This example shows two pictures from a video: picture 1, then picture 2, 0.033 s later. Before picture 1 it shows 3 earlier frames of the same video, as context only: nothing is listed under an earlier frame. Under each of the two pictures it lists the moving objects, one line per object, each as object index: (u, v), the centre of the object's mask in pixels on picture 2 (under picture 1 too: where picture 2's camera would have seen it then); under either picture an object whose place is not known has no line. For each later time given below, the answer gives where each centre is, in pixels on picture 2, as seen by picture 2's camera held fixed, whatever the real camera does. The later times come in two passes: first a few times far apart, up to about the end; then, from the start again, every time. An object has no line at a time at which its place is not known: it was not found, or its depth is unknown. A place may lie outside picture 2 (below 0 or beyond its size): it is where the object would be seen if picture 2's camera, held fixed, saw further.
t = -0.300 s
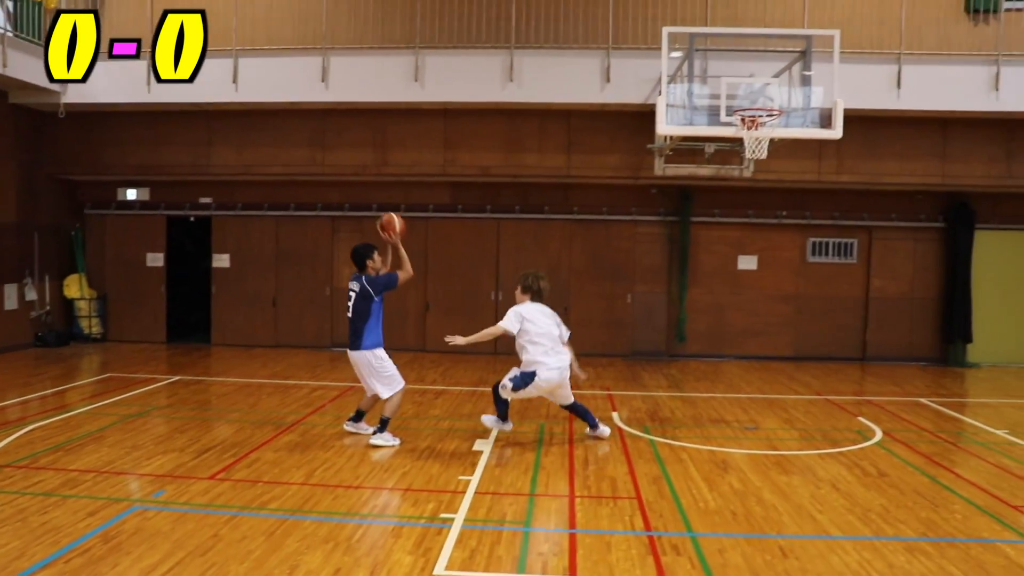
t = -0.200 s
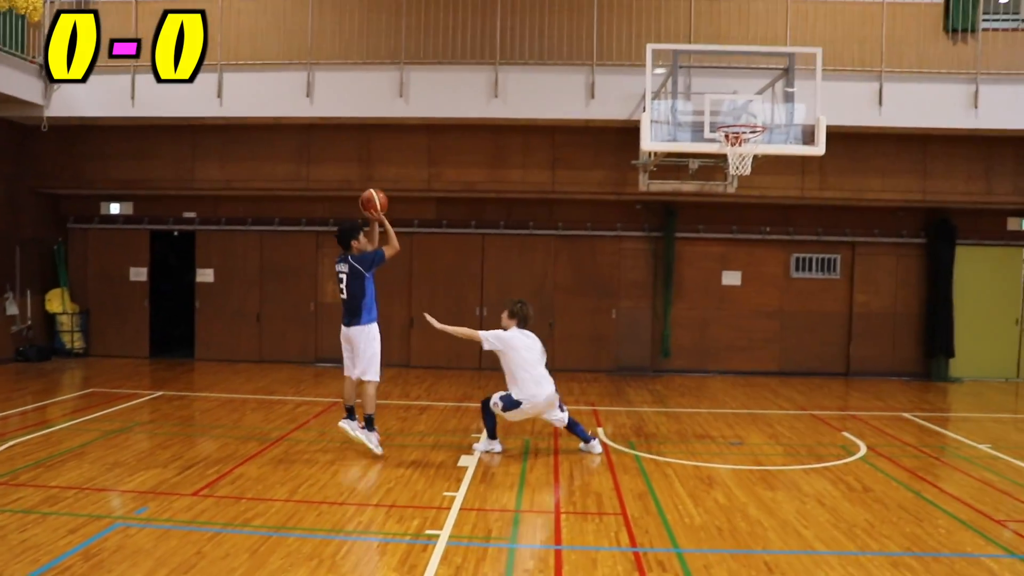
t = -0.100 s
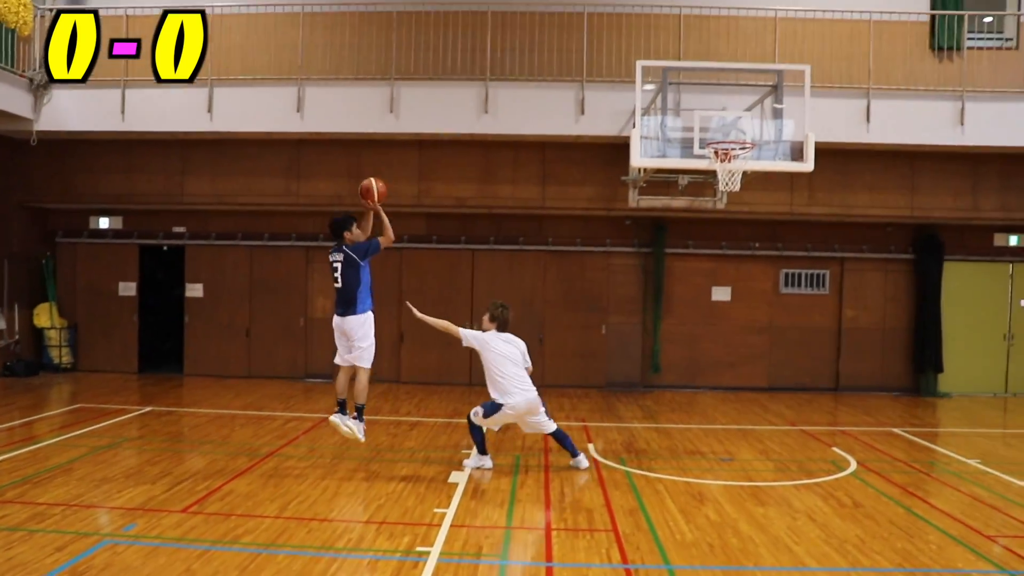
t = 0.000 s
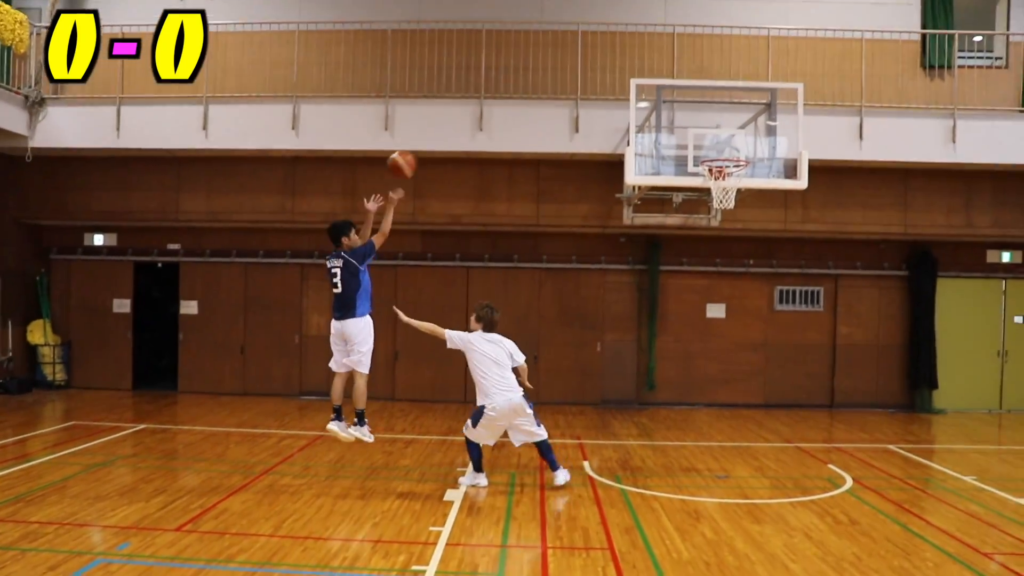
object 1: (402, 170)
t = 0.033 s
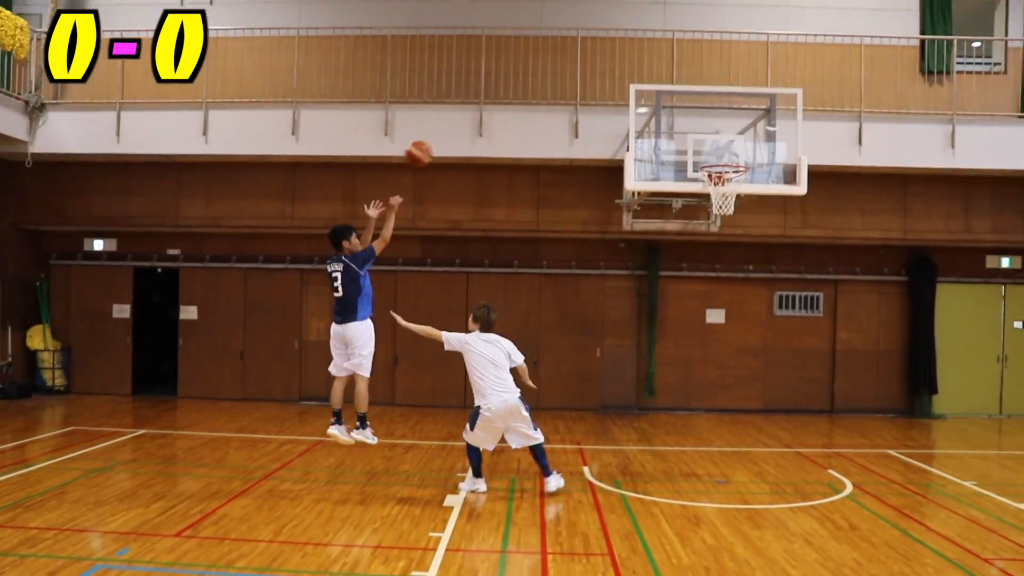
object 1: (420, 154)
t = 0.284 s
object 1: (530, 77)
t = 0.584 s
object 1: (643, 77)
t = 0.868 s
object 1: (734, 156)
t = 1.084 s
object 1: (786, 228)
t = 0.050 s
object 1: (426, 146)
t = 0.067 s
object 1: (435, 139)
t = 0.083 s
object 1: (443, 133)
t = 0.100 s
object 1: (450, 126)
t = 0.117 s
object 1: (458, 119)
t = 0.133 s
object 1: (464, 114)
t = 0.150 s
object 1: (472, 109)
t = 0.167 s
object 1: (481, 103)
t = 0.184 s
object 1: (487, 99)
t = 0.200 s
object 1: (494, 94)
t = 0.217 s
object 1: (502, 91)
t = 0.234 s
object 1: (509, 87)
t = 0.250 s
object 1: (516, 83)
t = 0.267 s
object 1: (523, 80)
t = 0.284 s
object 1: (530, 77)
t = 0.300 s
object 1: (536, 75)
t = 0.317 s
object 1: (543, 73)
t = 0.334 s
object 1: (550, 72)
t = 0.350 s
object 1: (557, 69)
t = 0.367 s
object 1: (563, 68)
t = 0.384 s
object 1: (569, 67)
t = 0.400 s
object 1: (576, 66)
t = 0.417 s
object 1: (583, 66)
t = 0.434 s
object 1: (589, 65)
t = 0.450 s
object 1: (595, 66)
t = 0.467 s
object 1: (601, 66)
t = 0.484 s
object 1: (607, 67)
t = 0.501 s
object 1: (613, 68)
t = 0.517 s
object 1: (620, 70)
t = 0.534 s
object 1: (625, 71)
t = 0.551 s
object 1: (632, 73)
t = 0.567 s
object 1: (637, 74)
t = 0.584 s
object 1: (643, 77)
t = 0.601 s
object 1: (649, 80)
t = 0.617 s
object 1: (655, 83)
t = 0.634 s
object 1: (661, 86)
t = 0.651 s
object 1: (666, 89)
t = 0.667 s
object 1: (672, 93)
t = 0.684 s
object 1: (677, 97)
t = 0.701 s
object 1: (683, 102)
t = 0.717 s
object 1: (688, 106)
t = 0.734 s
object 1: (693, 111)
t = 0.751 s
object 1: (698, 114)
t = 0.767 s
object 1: (704, 120)
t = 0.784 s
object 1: (709, 126)
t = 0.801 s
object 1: (714, 131)
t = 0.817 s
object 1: (720, 137)
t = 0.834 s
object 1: (725, 143)
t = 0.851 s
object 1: (730, 148)
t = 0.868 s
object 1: (734, 156)
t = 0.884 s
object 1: (740, 158)
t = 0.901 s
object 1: (744, 162)
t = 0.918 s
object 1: (748, 167)
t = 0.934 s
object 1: (752, 174)
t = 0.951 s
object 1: (755, 178)
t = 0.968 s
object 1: (759, 182)
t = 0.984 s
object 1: (764, 189)
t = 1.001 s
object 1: (767, 193)
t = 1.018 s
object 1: (771, 200)
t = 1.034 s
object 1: (774, 206)
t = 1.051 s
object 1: (778, 212)
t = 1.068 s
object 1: (782, 220)
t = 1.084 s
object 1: (786, 228)
